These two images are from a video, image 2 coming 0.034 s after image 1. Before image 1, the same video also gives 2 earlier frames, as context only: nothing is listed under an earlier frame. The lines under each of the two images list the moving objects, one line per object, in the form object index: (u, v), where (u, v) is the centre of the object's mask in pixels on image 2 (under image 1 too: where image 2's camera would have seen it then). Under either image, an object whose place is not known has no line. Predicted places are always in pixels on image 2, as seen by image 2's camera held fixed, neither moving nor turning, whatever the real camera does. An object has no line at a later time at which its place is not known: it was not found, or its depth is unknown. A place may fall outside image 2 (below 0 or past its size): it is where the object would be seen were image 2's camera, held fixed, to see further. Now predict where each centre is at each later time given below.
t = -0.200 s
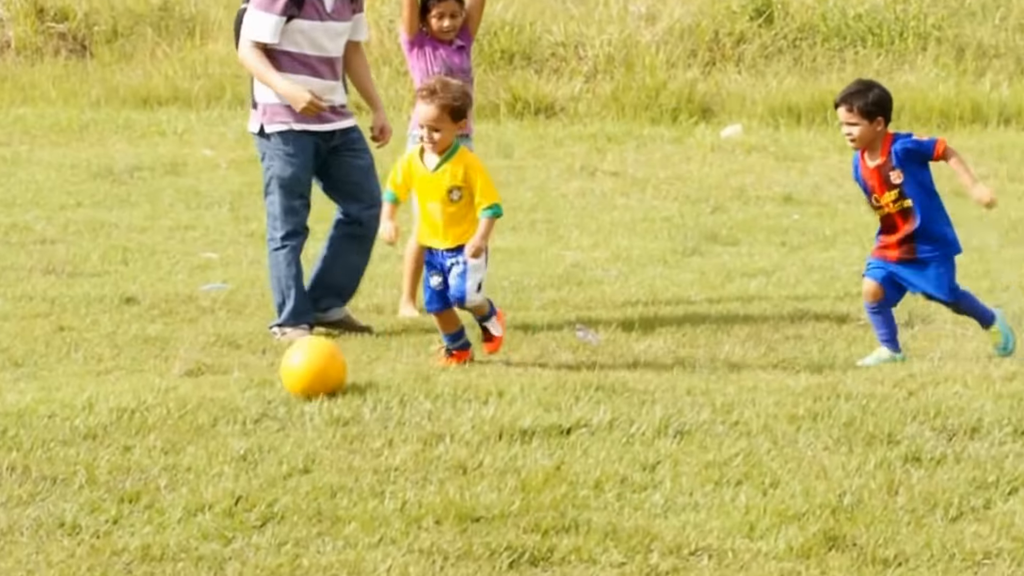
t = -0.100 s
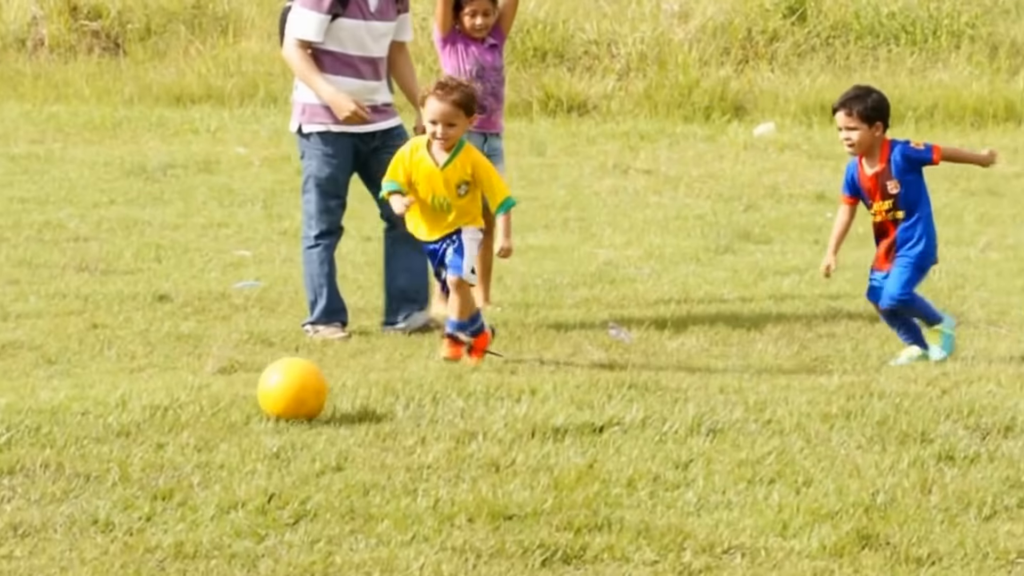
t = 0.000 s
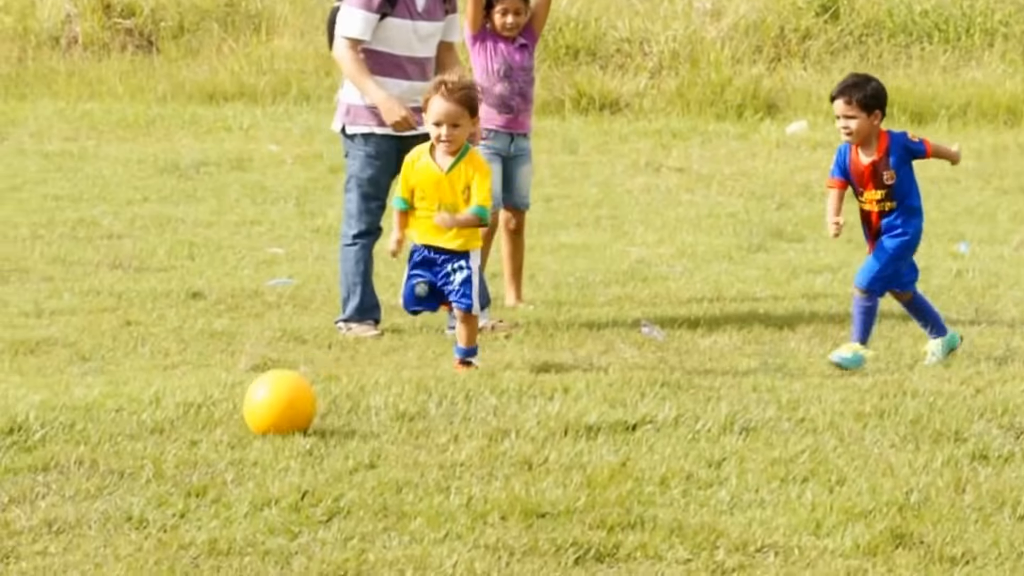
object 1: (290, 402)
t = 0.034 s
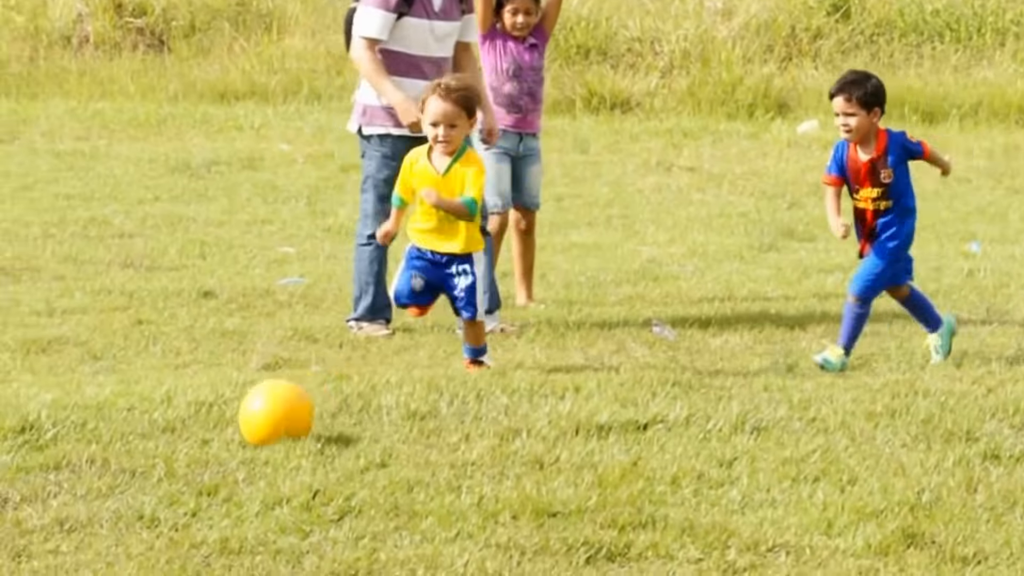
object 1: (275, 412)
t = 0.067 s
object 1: (260, 422)
